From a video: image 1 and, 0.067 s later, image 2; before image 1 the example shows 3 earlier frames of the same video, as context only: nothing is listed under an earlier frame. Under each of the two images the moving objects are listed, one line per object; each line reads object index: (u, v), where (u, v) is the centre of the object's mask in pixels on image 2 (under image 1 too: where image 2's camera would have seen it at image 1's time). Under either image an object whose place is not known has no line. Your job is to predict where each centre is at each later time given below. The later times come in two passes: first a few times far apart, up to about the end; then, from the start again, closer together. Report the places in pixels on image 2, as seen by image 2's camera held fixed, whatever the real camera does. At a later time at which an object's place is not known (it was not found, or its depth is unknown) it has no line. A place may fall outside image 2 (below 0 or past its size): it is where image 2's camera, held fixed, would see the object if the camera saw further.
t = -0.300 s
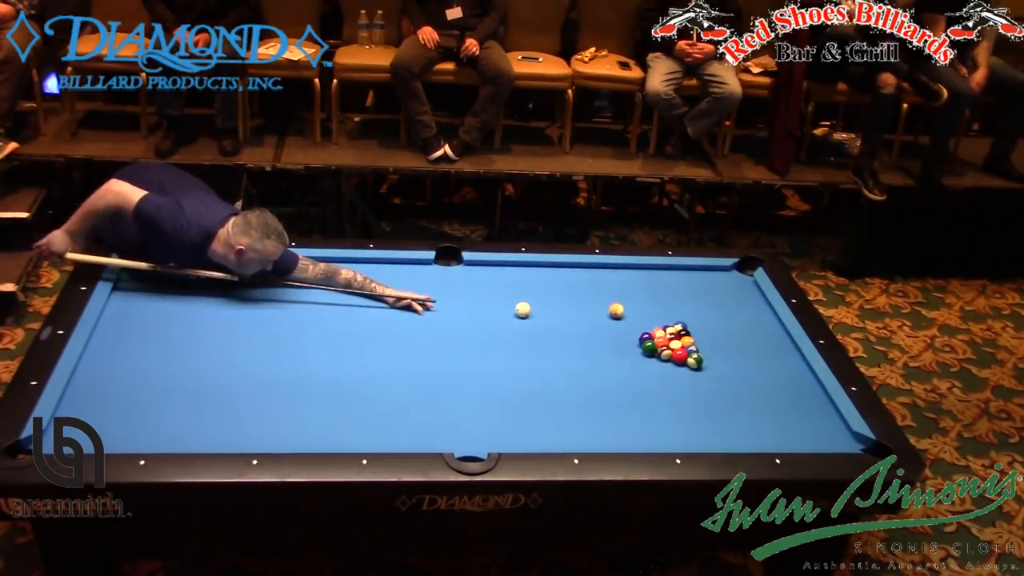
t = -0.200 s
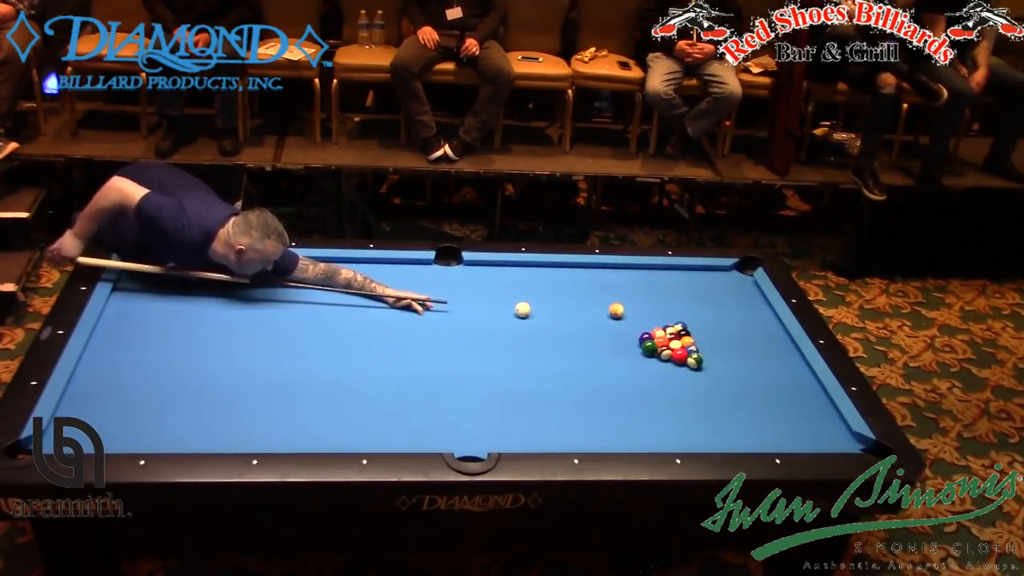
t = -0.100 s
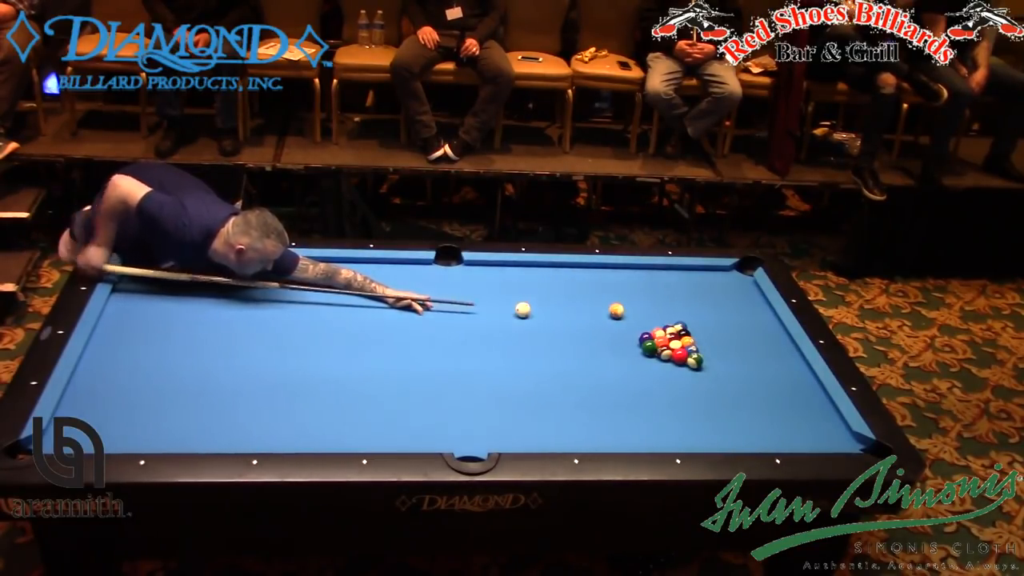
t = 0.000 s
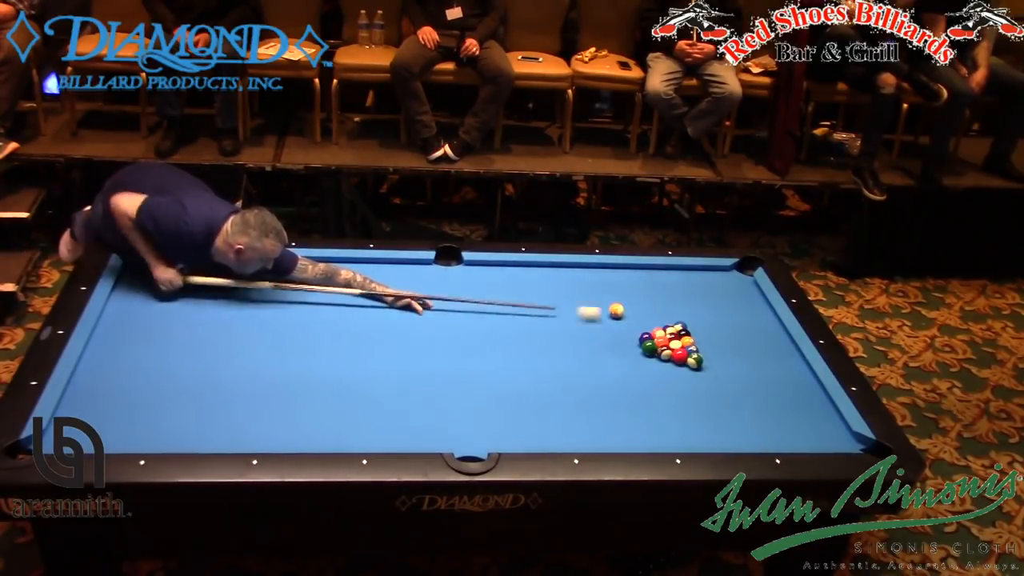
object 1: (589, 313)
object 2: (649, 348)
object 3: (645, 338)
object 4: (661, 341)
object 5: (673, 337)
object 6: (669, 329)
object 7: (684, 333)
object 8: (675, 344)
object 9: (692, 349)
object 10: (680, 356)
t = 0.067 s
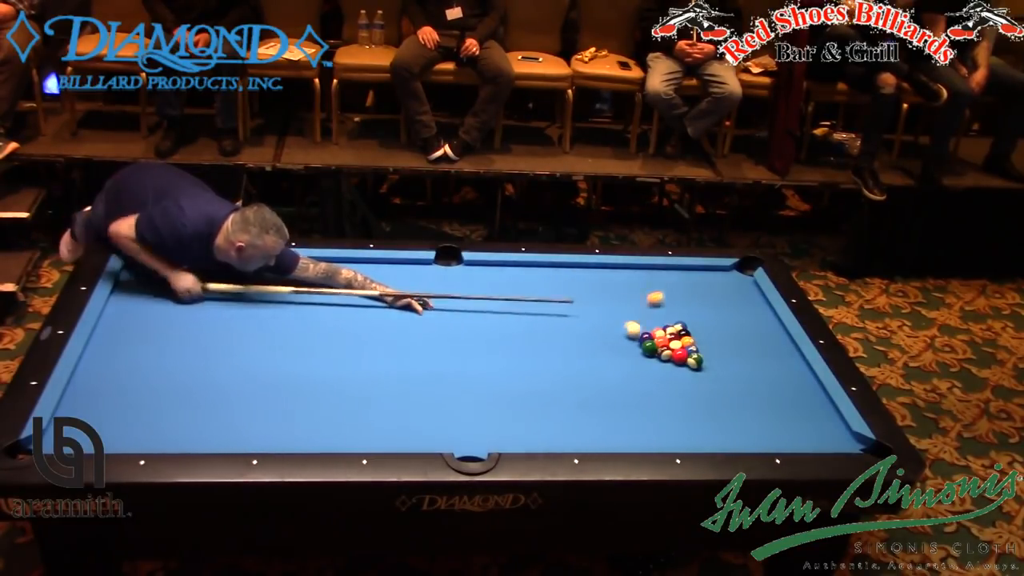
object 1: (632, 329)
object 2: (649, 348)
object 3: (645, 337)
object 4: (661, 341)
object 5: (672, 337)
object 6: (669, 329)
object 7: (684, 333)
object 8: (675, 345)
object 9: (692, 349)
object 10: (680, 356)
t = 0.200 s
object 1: (629, 326)
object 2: (638, 367)
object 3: (636, 337)
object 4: (657, 343)
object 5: (678, 340)
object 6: (669, 328)
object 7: (689, 335)
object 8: (674, 351)
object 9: (726, 354)
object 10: (694, 362)
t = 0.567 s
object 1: (654, 316)
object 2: (609, 414)
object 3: (611, 326)
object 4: (647, 343)
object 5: (689, 347)
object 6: (677, 324)
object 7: (707, 335)
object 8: (669, 358)
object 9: (791, 356)
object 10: (728, 377)
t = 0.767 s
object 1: (663, 311)
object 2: (592, 437)
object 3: (599, 321)
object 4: (643, 343)
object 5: (694, 349)
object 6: (697, 324)
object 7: (715, 334)
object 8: (667, 362)
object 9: (766, 357)
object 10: (747, 385)
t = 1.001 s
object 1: (666, 306)
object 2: (569, 426)
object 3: (586, 315)
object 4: (640, 343)
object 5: (699, 352)
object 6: (718, 322)
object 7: (723, 334)
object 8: (665, 366)
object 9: (739, 357)
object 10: (767, 394)
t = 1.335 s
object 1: (671, 300)
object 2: (539, 404)
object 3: (568, 308)
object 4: (637, 343)
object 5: (694, 351)
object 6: (749, 324)
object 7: (733, 333)
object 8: (662, 370)
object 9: (715, 362)
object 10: (796, 401)
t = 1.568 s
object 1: (674, 296)
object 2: (520, 389)
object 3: (557, 303)
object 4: (636, 343)
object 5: (682, 349)
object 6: (768, 325)
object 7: (739, 333)
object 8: (661, 374)
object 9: (710, 367)
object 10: (811, 399)
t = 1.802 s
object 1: (677, 293)
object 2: (503, 376)
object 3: (548, 299)
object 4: (636, 343)
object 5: (671, 347)
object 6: (771, 324)
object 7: (744, 332)
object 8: (660, 376)
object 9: (706, 371)
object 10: (820, 396)
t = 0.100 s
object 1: (633, 330)
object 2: (647, 353)
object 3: (644, 338)
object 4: (660, 342)
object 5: (674, 337)
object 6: (669, 329)
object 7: (685, 333)
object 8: (674, 346)
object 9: (700, 351)
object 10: (683, 357)
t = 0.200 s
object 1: (629, 326)
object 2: (638, 367)
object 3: (636, 337)
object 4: (657, 343)
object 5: (678, 340)
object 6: (669, 328)
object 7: (689, 335)
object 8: (674, 351)
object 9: (726, 354)
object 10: (694, 362)
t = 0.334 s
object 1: (635, 322)
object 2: (628, 384)
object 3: (627, 332)
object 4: (653, 343)
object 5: (682, 344)
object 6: (668, 328)
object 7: (696, 335)
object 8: (672, 354)
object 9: (755, 355)
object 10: (706, 368)
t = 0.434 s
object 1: (644, 321)
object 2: (620, 396)
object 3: (620, 329)
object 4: (650, 343)
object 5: (685, 346)
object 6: (667, 325)
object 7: (701, 335)
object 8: (671, 356)
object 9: (777, 356)
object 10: (716, 372)
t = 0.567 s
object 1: (654, 316)
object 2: (609, 414)
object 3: (611, 326)
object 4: (647, 343)
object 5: (689, 347)
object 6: (677, 324)
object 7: (707, 335)
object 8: (669, 358)
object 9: (791, 356)
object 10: (728, 377)
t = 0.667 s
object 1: (661, 313)
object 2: (601, 426)
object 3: (605, 323)
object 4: (645, 343)
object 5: (692, 348)
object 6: (687, 323)
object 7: (711, 335)
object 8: (668, 360)
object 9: (778, 356)
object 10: (738, 381)
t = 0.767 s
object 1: (663, 311)
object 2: (592, 437)
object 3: (599, 321)
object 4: (643, 343)
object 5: (694, 349)
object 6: (697, 324)
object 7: (715, 334)
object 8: (667, 362)
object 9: (766, 357)
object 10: (747, 385)
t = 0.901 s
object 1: (665, 308)
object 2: (579, 433)
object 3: (591, 317)
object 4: (641, 343)
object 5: (697, 351)
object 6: (709, 323)
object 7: (720, 334)
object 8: (665, 365)
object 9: (751, 356)
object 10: (758, 390)
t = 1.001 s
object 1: (666, 306)
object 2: (569, 426)
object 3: (586, 315)
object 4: (640, 343)
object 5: (699, 352)
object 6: (718, 322)
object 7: (723, 334)
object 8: (665, 366)
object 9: (739, 357)
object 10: (767, 394)
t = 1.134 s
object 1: (668, 303)
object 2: (557, 417)
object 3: (579, 312)
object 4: (639, 343)
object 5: (702, 353)
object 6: (732, 323)
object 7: (727, 334)
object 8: (664, 367)
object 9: (724, 358)
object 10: (779, 398)
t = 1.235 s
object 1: (670, 302)
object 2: (548, 410)
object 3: (573, 310)
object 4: (638, 343)
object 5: (699, 352)
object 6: (741, 324)
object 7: (731, 333)
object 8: (663, 369)
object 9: (717, 359)
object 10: (787, 401)
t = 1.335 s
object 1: (671, 300)
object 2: (539, 404)
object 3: (568, 308)
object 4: (637, 343)
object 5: (694, 351)
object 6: (749, 324)
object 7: (733, 333)
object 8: (662, 370)
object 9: (715, 362)
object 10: (796, 401)
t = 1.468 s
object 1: (673, 298)
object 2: (528, 395)
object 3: (562, 305)
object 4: (637, 343)
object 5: (687, 350)
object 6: (760, 324)
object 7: (737, 333)
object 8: (661, 372)
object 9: (712, 365)
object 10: (805, 400)
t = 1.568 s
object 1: (674, 296)
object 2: (520, 389)
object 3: (557, 303)
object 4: (636, 343)
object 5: (682, 349)
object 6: (768, 325)
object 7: (739, 333)
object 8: (661, 374)
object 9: (710, 367)
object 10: (811, 399)
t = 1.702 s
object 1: (676, 294)
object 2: (510, 382)
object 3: (552, 301)
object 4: (636, 343)
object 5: (676, 348)
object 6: (777, 324)
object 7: (742, 332)
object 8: (661, 375)
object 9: (708, 369)
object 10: (820, 397)
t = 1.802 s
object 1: (677, 293)
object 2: (503, 376)
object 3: (548, 299)
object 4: (636, 343)
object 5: (671, 347)
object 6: (771, 324)
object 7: (744, 332)
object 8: (660, 376)
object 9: (706, 371)
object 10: (820, 396)
